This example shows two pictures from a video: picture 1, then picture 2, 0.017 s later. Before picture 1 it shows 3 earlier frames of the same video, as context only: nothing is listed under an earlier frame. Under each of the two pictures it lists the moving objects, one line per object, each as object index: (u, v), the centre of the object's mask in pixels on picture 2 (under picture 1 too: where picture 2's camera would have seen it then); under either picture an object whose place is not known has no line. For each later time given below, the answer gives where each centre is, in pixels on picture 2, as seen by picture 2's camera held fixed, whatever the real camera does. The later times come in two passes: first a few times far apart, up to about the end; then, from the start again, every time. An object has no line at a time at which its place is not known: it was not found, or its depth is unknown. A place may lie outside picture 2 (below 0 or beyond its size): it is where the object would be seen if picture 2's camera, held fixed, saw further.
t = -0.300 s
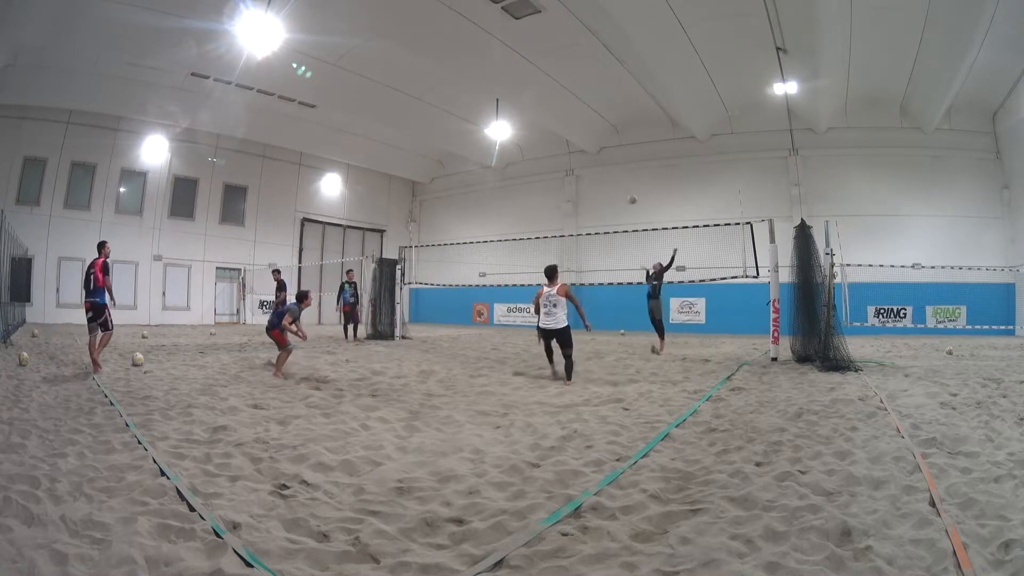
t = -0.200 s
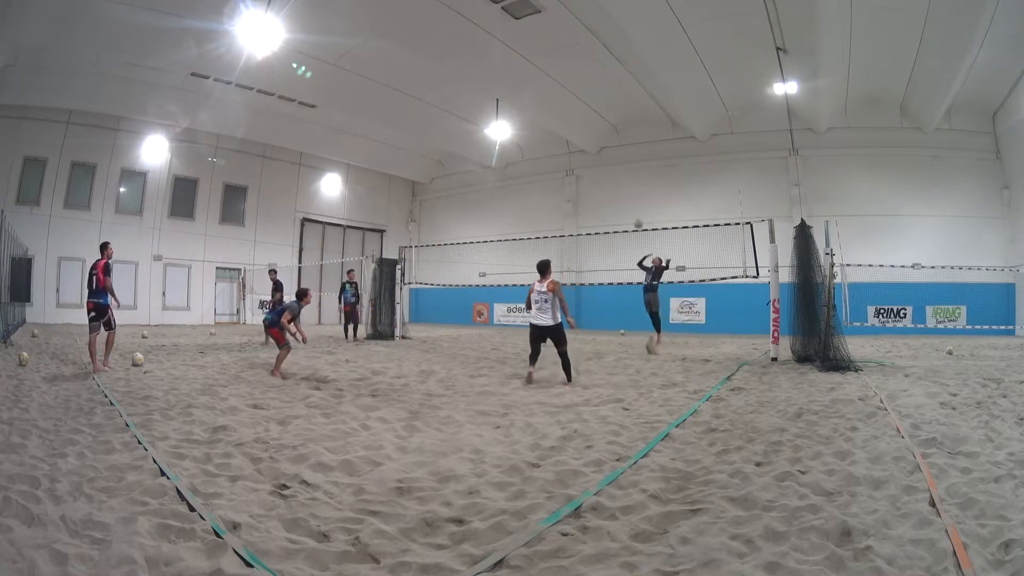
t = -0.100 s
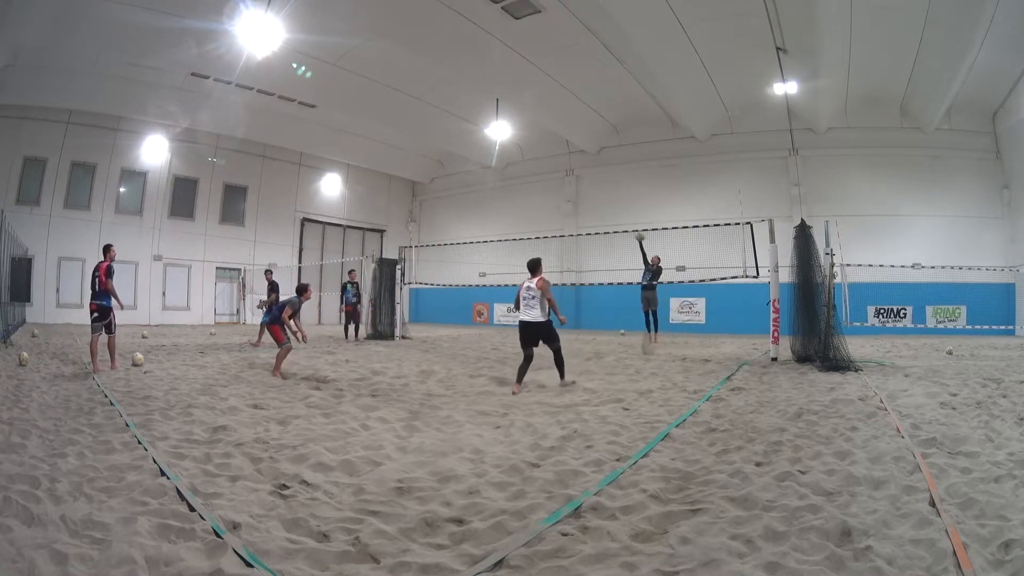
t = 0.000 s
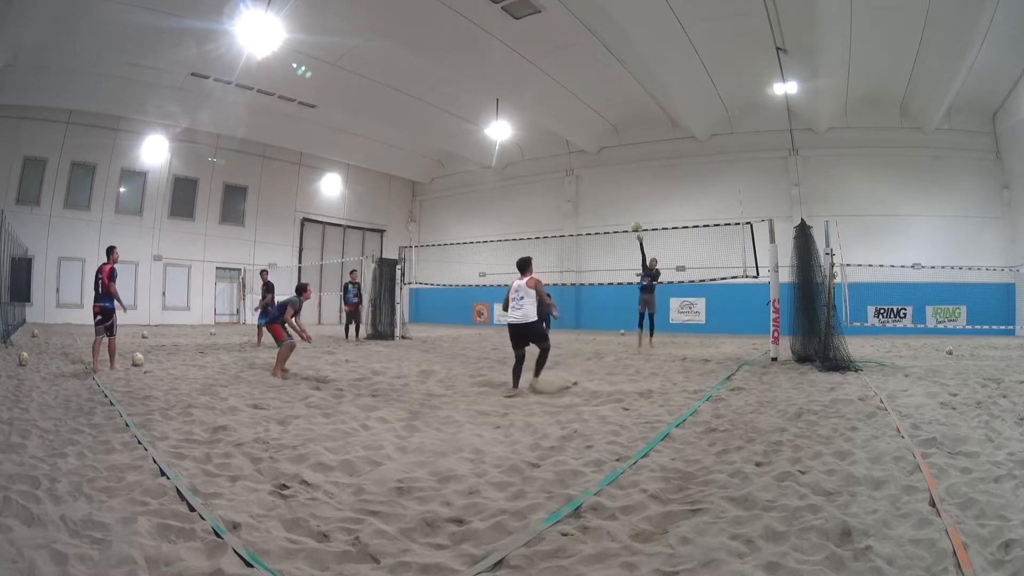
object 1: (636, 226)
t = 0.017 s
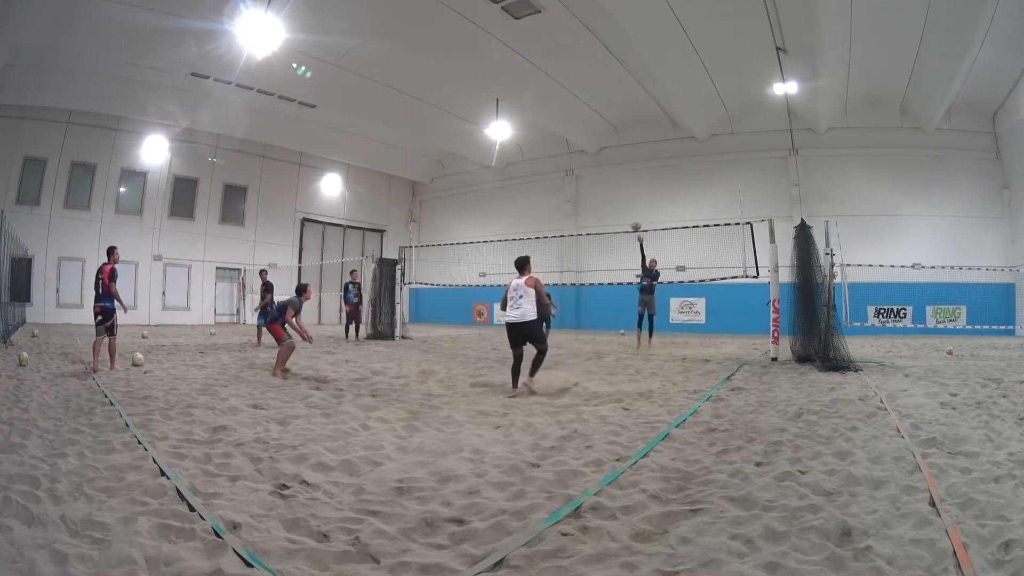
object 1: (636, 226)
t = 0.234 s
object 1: (621, 210)
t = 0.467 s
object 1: (601, 228)
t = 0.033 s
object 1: (634, 223)
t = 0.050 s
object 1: (633, 221)
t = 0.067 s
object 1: (633, 219)
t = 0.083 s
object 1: (631, 218)
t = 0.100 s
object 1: (630, 217)
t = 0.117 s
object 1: (629, 215)
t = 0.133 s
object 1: (628, 214)
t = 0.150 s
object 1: (627, 213)
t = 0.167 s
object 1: (626, 211)
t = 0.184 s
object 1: (625, 211)
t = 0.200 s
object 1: (624, 210)
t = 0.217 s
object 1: (622, 210)
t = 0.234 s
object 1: (621, 210)
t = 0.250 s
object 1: (620, 209)
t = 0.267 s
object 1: (619, 209)
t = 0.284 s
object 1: (617, 210)
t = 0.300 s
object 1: (616, 210)
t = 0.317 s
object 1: (615, 211)
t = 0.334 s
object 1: (613, 212)
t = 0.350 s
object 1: (612, 213)
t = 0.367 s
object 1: (610, 214)
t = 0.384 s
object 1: (609, 216)
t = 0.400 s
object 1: (607, 218)
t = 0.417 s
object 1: (606, 220)
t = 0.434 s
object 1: (604, 222)
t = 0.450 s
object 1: (603, 225)
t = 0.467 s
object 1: (601, 228)
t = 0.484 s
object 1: (599, 231)
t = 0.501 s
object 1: (597, 235)
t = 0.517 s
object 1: (596, 239)
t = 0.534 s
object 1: (593, 244)
